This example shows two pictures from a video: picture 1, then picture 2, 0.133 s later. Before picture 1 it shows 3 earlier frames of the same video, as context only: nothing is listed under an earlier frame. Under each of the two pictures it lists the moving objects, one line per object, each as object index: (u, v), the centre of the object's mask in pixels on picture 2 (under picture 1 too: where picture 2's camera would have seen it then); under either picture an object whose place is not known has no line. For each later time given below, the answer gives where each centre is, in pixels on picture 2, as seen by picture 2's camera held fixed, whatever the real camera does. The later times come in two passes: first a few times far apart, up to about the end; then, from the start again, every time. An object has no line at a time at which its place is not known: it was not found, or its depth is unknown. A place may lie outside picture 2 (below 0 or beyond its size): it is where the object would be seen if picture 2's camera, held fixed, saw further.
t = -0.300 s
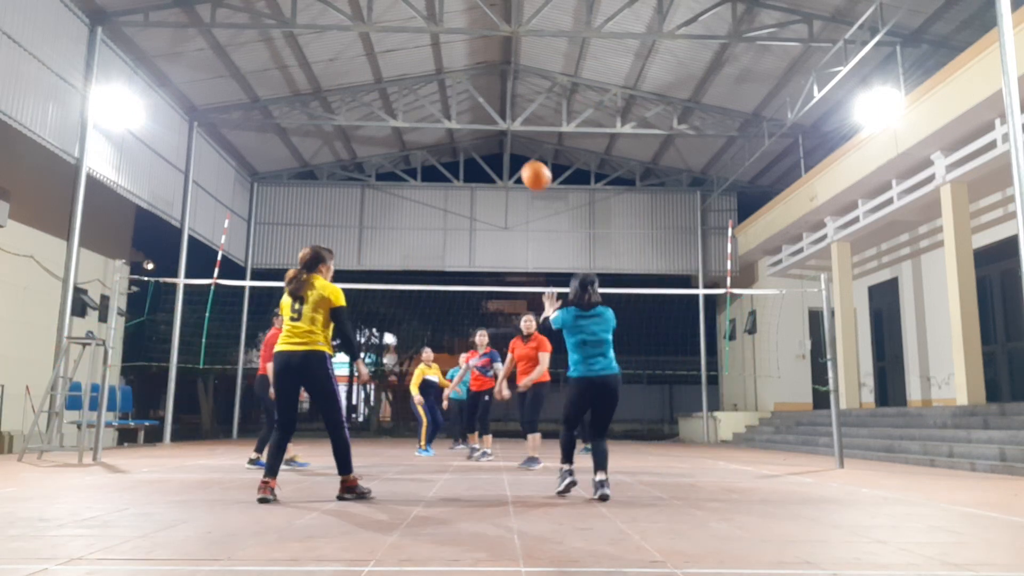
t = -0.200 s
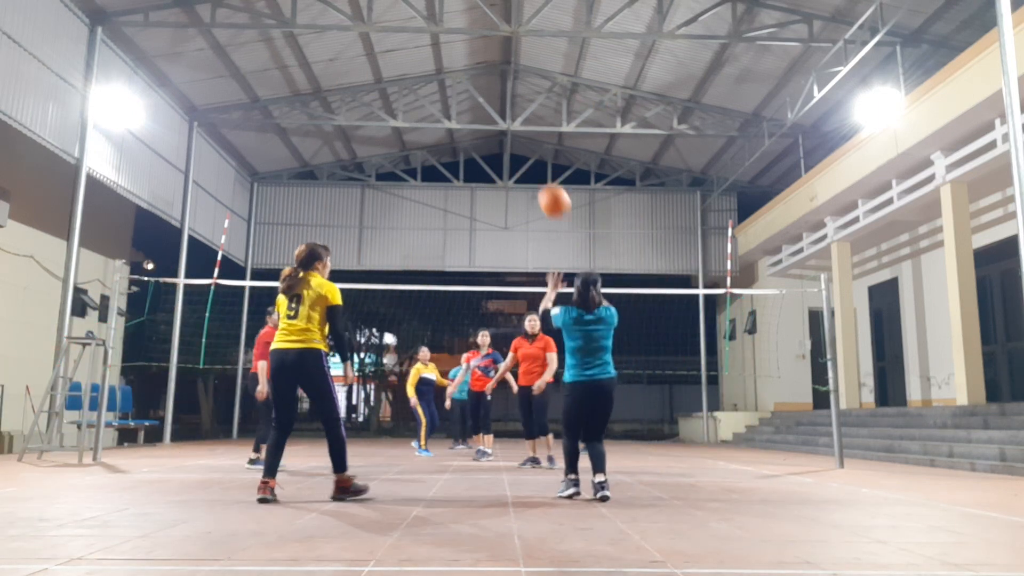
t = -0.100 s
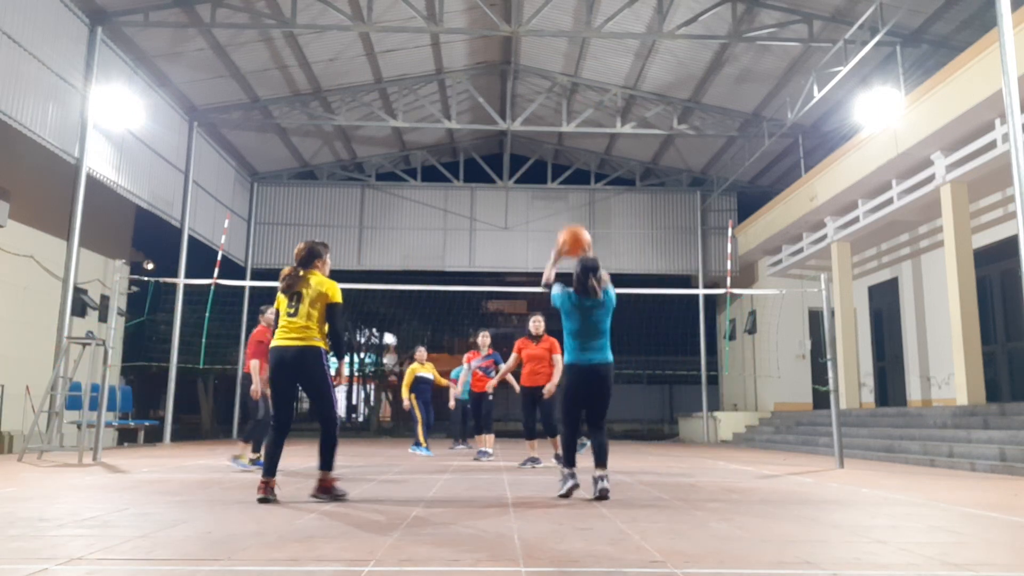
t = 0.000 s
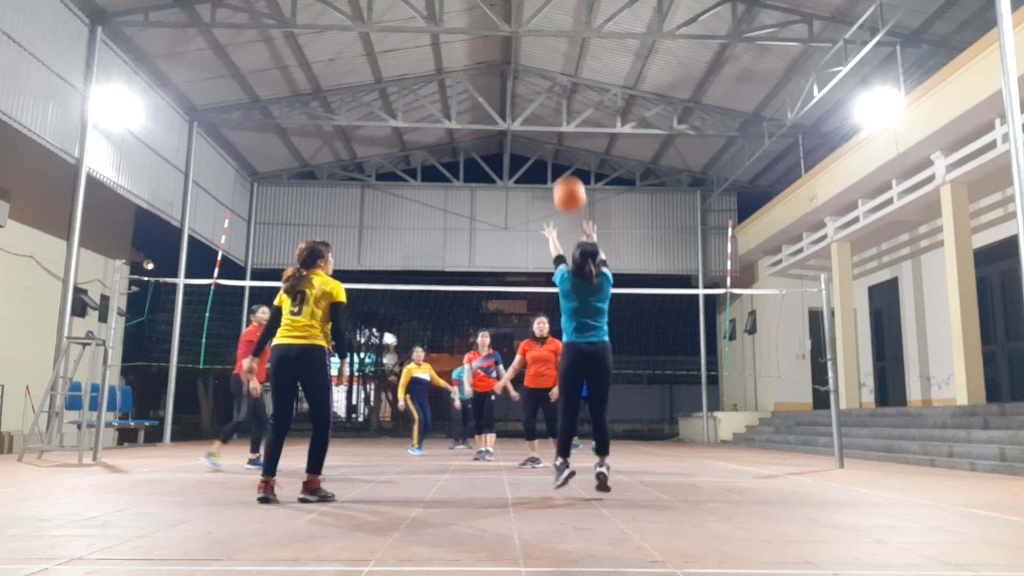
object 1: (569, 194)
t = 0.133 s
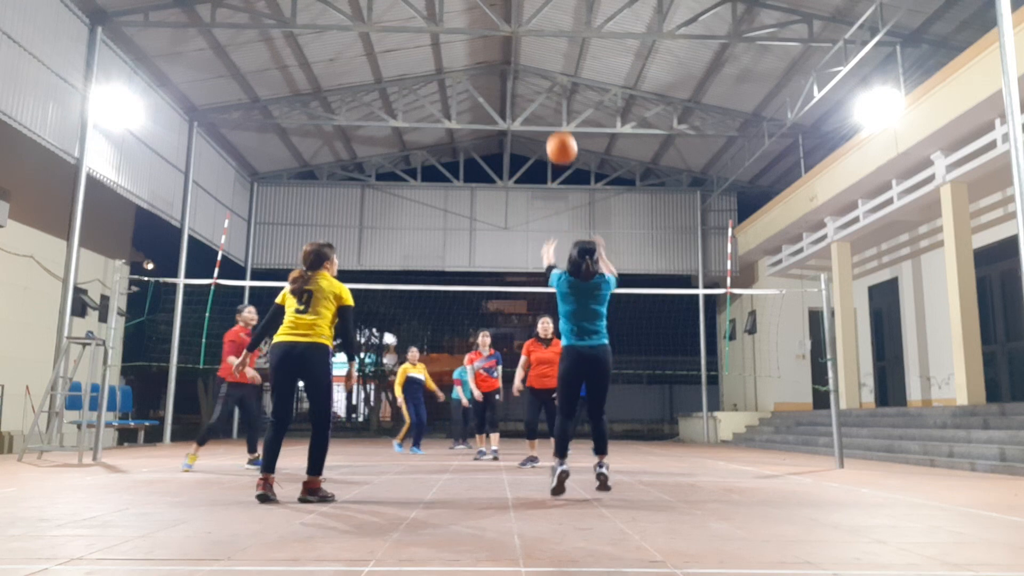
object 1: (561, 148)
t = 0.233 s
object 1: (556, 129)
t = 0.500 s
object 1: (543, 135)
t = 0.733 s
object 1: (533, 195)
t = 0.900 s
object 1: (525, 268)
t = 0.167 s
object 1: (560, 141)
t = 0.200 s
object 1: (558, 134)
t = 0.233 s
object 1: (556, 129)
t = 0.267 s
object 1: (554, 126)
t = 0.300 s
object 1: (553, 123)
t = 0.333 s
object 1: (551, 123)
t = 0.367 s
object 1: (549, 123)
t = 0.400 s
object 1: (548, 124)
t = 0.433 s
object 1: (546, 127)
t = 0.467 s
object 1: (544, 130)
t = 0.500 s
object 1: (543, 135)
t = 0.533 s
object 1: (541, 141)
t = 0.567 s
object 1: (540, 147)
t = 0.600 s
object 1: (539, 155)
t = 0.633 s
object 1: (537, 164)
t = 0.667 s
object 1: (536, 173)
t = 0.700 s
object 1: (534, 183)
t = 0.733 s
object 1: (533, 195)
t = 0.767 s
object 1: (531, 207)
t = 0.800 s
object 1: (530, 221)
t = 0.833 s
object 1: (528, 235)
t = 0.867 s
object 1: (527, 250)
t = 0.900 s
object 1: (525, 268)
